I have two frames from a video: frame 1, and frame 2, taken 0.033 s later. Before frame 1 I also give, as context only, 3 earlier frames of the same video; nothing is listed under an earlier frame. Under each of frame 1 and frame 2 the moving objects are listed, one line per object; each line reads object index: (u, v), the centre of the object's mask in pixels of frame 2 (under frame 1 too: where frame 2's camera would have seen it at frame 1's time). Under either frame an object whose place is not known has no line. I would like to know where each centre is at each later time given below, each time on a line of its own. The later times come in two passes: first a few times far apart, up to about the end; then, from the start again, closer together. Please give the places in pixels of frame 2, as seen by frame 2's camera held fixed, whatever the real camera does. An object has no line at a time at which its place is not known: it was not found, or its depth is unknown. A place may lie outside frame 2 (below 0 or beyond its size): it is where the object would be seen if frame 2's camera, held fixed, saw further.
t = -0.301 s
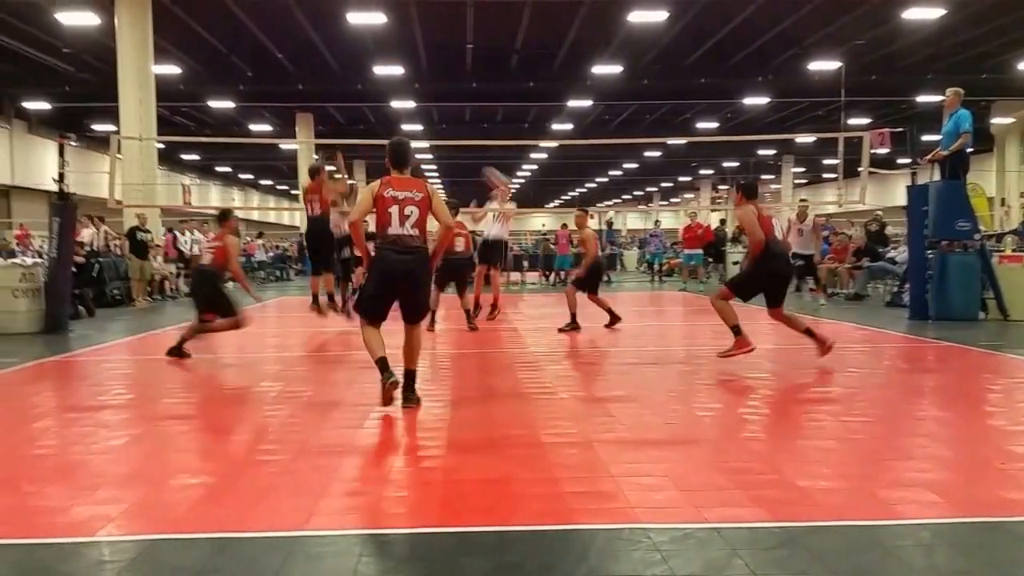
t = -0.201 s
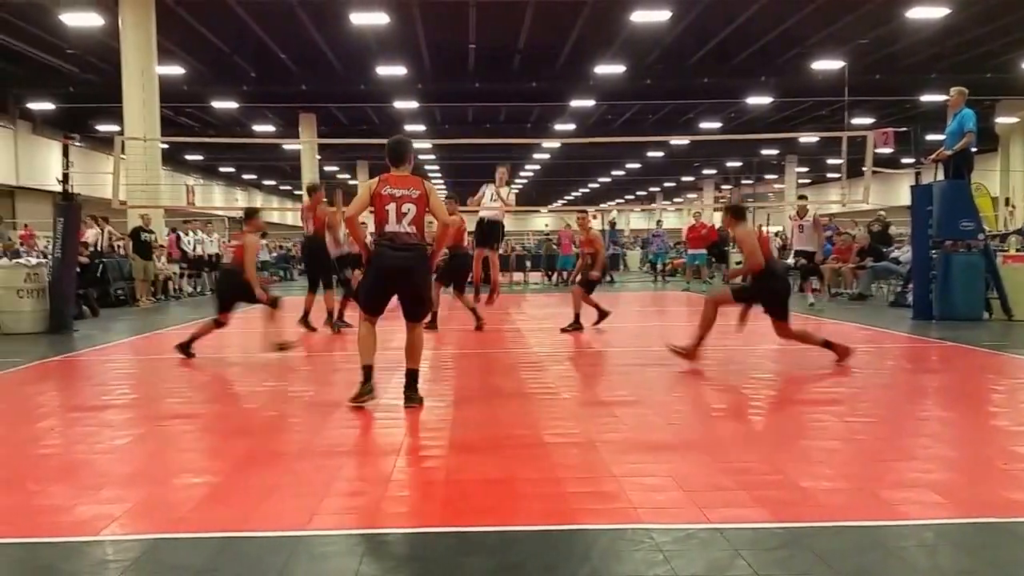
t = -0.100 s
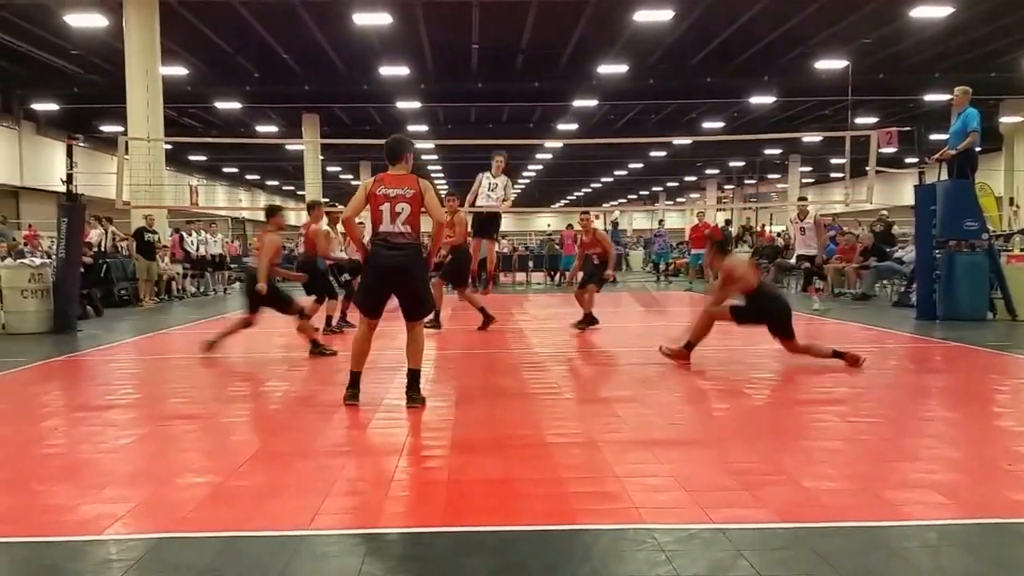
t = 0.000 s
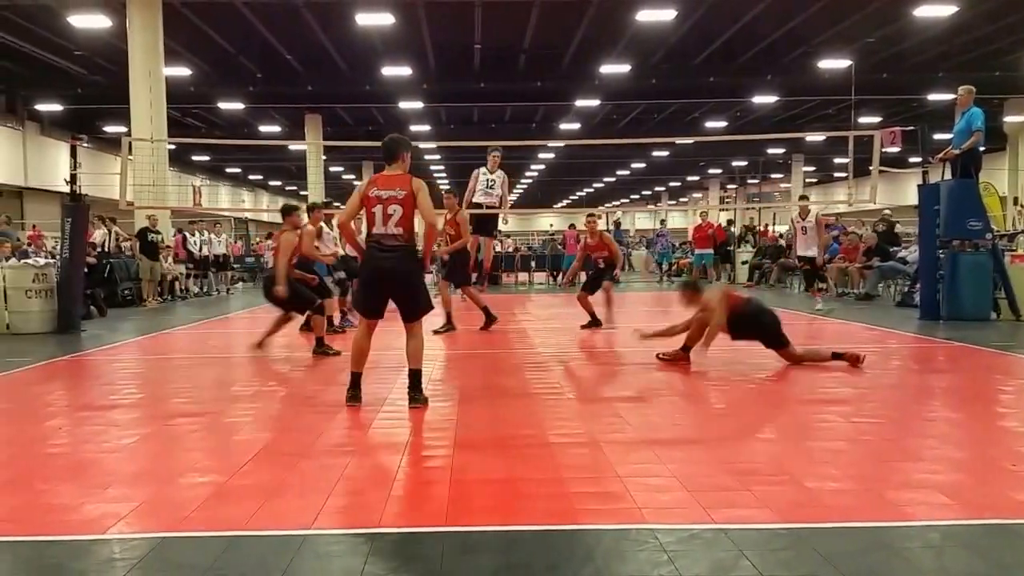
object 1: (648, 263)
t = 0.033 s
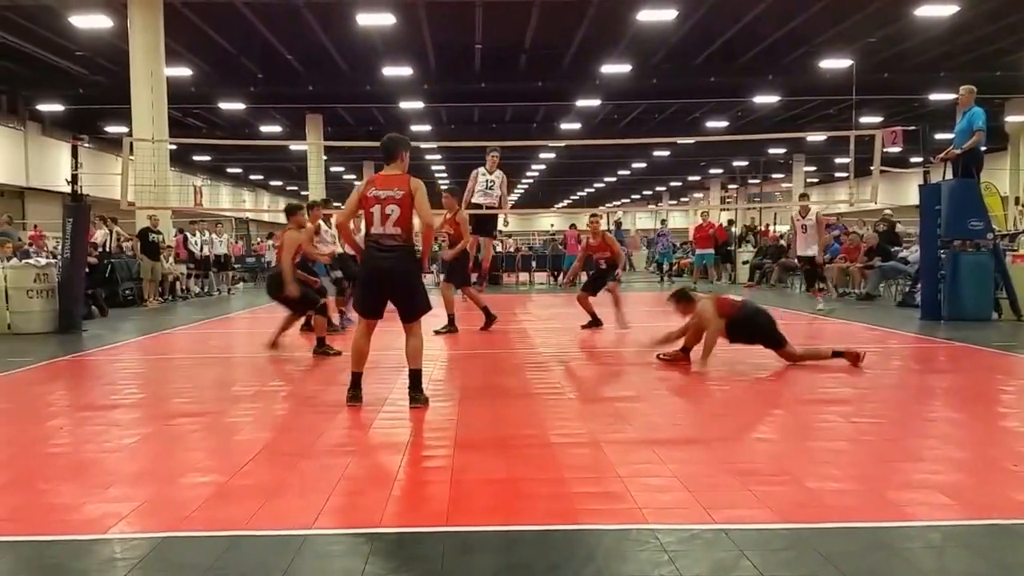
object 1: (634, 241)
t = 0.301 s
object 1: (558, 102)
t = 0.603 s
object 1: (501, 41)
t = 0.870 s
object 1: (467, 51)
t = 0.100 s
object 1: (611, 193)
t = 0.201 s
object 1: (585, 144)
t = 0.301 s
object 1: (558, 102)
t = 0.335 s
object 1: (551, 90)
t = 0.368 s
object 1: (544, 80)
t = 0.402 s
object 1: (537, 71)
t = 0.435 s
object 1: (530, 64)
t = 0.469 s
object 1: (524, 58)
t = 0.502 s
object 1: (518, 52)
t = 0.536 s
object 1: (512, 47)
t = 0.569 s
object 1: (507, 44)
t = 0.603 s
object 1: (501, 41)
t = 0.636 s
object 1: (497, 40)
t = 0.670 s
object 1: (492, 39)
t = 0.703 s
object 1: (487, 39)
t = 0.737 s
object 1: (483, 40)
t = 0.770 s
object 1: (478, 42)
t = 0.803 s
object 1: (474, 44)
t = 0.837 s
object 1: (470, 47)
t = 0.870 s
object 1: (467, 51)
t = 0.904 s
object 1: (463, 55)
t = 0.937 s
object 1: (459, 60)
